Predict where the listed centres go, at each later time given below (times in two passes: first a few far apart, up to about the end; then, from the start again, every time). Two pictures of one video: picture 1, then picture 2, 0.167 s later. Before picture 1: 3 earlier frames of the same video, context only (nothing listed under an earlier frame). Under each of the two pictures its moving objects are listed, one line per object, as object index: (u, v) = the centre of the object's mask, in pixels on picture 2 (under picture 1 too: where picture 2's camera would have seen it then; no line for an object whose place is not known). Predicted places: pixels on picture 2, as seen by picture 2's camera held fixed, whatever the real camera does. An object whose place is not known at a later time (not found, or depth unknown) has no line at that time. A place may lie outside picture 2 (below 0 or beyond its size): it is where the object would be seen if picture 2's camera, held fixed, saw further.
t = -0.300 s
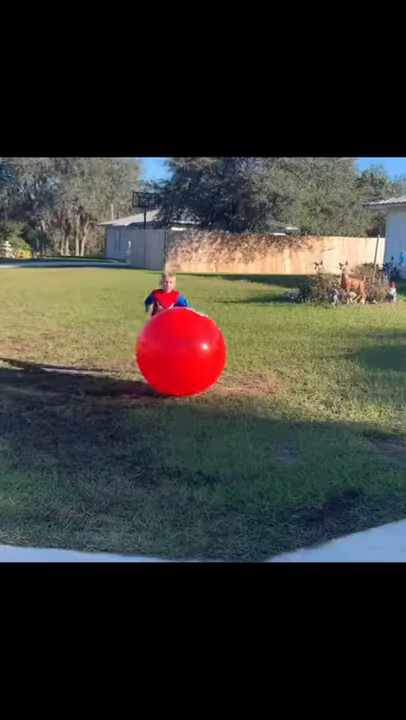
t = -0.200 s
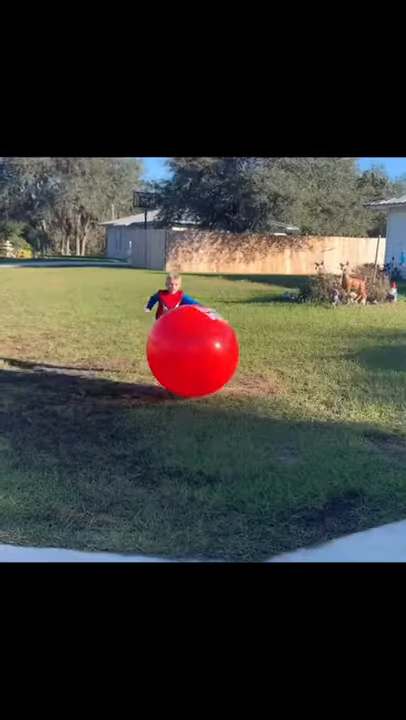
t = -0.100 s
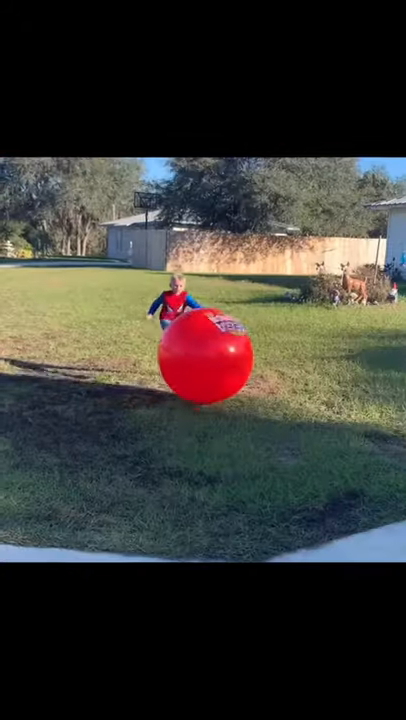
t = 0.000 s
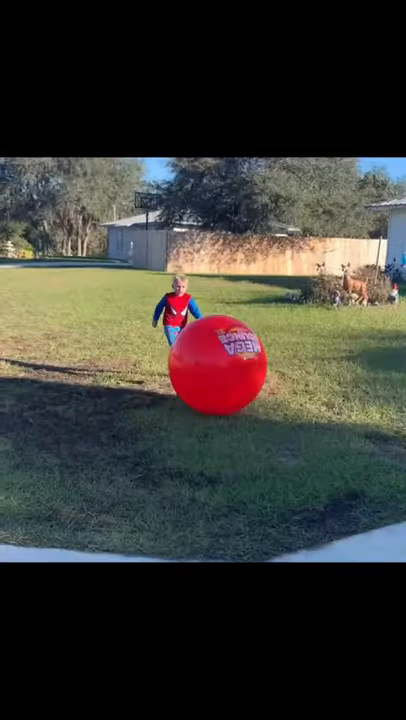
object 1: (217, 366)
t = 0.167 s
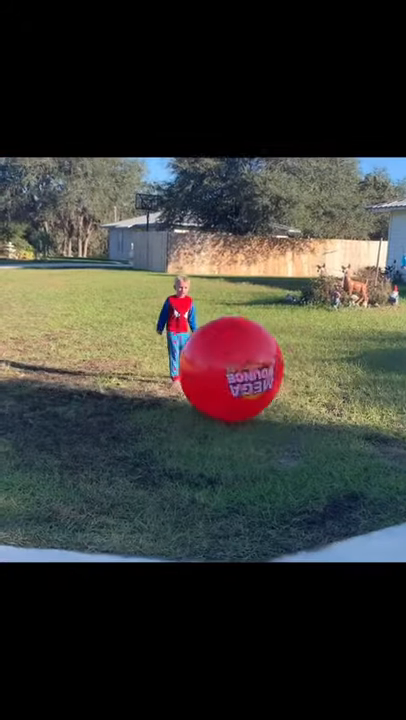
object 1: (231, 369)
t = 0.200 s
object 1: (234, 371)
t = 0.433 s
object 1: (248, 383)
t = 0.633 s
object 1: (259, 390)
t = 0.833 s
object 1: (268, 397)
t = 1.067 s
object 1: (274, 405)
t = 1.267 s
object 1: (277, 413)
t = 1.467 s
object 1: (276, 421)
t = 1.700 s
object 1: (270, 433)
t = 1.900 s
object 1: (259, 441)
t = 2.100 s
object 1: (245, 452)
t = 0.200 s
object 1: (234, 371)
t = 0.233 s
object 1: (236, 374)
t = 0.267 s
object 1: (238, 375)
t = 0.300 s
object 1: (240, 376)
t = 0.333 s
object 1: (242, 377)
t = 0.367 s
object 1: (244, 379)
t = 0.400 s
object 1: (247, 381)
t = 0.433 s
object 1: (248, 383)
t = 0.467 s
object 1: (250, 384)
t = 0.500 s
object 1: (252, 385)
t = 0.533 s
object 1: (254, 385)
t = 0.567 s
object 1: (255, 387)
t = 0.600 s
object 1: (257, 388)
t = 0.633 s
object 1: (259, 390)
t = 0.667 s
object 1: (261, 392)
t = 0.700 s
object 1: (262, 393)
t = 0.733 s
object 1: (263, 393)
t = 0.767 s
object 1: (264, 394)
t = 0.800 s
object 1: (266, 396)
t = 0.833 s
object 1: (268, 397)
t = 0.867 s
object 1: (269, 398)
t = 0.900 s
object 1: (270, 399)
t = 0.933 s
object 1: (271, 400)
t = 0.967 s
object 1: (272, 401)
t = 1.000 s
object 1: (273, 403)
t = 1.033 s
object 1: (273, 404)
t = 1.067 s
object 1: (274, 405)
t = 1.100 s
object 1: (275, 406)
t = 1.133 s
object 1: (275, 407)
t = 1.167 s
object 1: (276, 408)
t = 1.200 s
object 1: (276, 410)
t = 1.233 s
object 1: (277, 411)
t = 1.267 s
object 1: (277, 413)
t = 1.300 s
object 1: (277, 414)
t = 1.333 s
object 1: (277, 415)
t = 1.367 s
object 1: (277, 417)
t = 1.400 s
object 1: (277, 419)
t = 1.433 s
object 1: (276, 420)
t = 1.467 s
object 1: (276, 421)
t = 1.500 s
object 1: (275, 422)
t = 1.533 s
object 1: (275, 424)
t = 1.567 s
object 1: (274, 425)
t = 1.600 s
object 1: (273, 427)
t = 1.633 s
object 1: (272, 429)
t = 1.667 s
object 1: (271, 431)
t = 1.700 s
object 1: (270, 433)
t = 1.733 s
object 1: (268, 434)
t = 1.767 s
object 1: (267, 435)
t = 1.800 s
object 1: (265, 437)
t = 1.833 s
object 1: (263, 438)
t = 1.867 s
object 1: (261, 439)
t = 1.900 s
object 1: (259, 441)
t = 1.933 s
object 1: (257, 443)
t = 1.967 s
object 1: (255, 445)
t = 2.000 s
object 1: (252, 446)
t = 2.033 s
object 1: (250, 448)
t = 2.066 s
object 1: (248, 450)
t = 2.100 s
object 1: (245, 452)
